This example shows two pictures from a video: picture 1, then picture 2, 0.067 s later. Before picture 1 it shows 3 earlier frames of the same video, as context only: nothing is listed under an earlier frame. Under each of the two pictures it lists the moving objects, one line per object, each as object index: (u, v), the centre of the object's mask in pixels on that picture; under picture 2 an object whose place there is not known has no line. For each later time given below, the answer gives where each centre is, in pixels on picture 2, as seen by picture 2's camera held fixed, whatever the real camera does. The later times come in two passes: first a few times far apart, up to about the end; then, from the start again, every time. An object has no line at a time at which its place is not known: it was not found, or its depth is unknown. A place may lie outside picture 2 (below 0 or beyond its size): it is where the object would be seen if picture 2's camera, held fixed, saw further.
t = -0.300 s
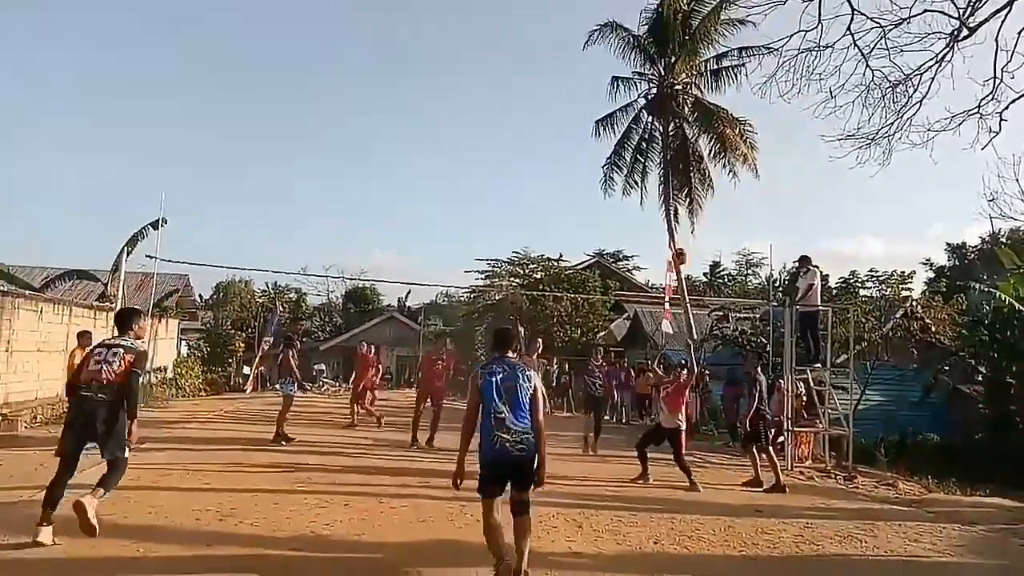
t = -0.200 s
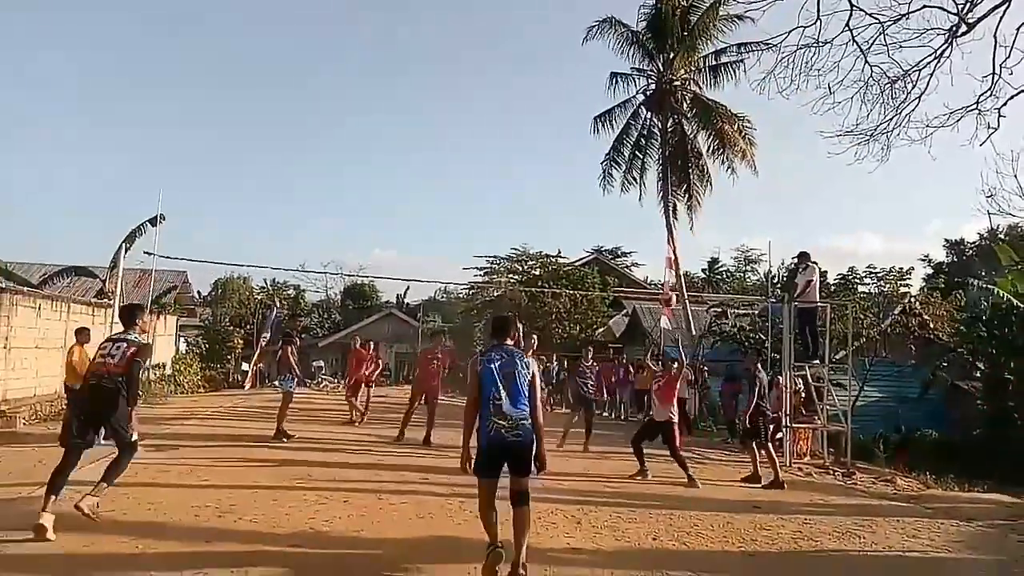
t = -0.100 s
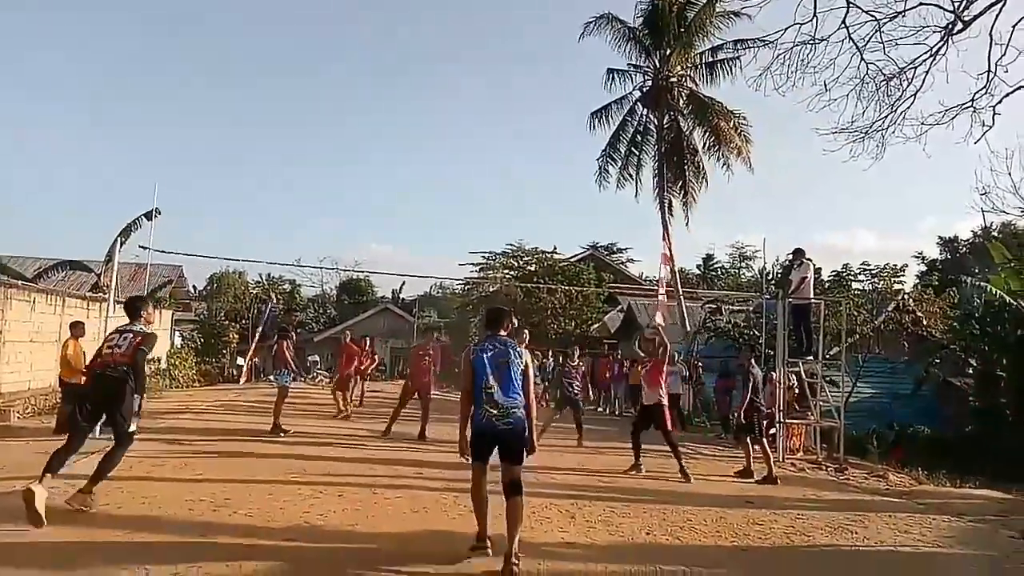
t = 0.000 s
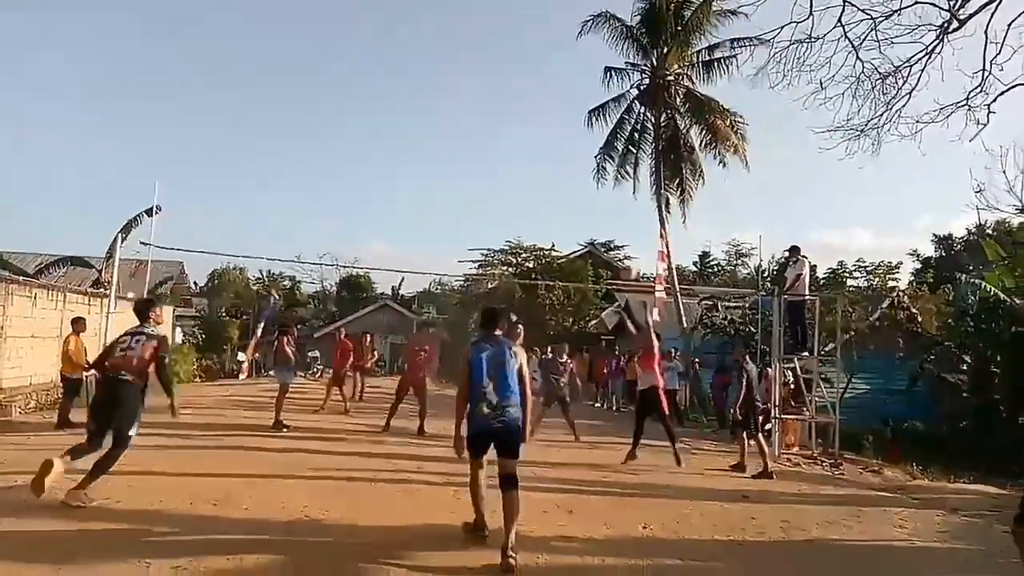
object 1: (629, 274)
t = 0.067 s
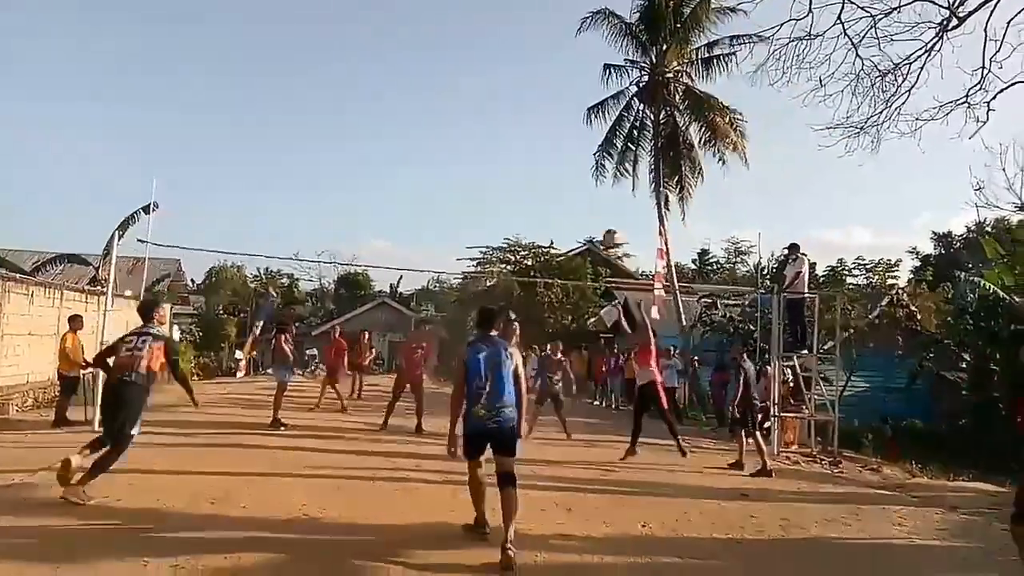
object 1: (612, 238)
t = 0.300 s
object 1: (557, 144)
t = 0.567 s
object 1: (496, 91)
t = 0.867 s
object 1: (429, 92)
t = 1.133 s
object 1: (368, 146)
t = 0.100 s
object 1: (602, 220)
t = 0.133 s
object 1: (595, 206)
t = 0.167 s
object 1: (587, 191)
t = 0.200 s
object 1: (579, 179)
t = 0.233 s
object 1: (572, 166)
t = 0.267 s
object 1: (564, 155)
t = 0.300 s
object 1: (557, 144)
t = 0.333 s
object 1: (548, 134)
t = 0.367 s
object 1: (541, 125)
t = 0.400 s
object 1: (534, 117)
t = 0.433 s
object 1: (526, 110)
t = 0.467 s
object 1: (519, 104)
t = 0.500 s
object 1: (512, 99)
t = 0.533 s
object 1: (504, 95)
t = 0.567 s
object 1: (496, 91)
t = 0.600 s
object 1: (489, 87)
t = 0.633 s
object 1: (482, 85)
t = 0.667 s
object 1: (474, 83)
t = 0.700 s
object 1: (467, 83)
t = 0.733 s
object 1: (459, 82)
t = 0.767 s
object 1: (451, 84)
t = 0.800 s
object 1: (444, 86)
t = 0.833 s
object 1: (436, 88)
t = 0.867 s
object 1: (429, 92)
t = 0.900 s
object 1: (421, 96)
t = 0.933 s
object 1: (414, 100)
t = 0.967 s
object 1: (406, 105)
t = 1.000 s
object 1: (399, 112)
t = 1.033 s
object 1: (391, 119)
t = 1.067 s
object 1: (384, 128)
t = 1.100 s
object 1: (376, 137)
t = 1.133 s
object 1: (368, 146)
